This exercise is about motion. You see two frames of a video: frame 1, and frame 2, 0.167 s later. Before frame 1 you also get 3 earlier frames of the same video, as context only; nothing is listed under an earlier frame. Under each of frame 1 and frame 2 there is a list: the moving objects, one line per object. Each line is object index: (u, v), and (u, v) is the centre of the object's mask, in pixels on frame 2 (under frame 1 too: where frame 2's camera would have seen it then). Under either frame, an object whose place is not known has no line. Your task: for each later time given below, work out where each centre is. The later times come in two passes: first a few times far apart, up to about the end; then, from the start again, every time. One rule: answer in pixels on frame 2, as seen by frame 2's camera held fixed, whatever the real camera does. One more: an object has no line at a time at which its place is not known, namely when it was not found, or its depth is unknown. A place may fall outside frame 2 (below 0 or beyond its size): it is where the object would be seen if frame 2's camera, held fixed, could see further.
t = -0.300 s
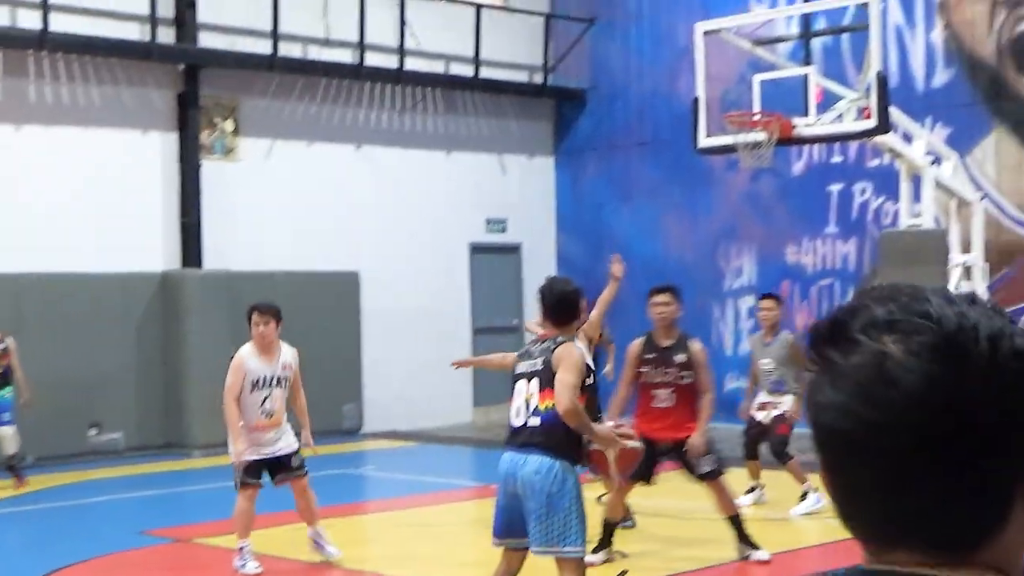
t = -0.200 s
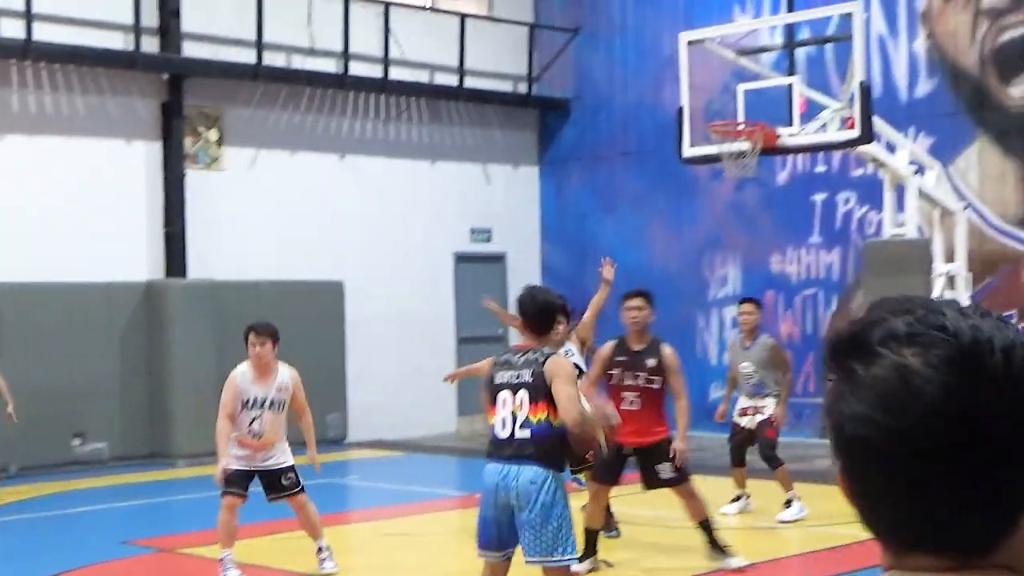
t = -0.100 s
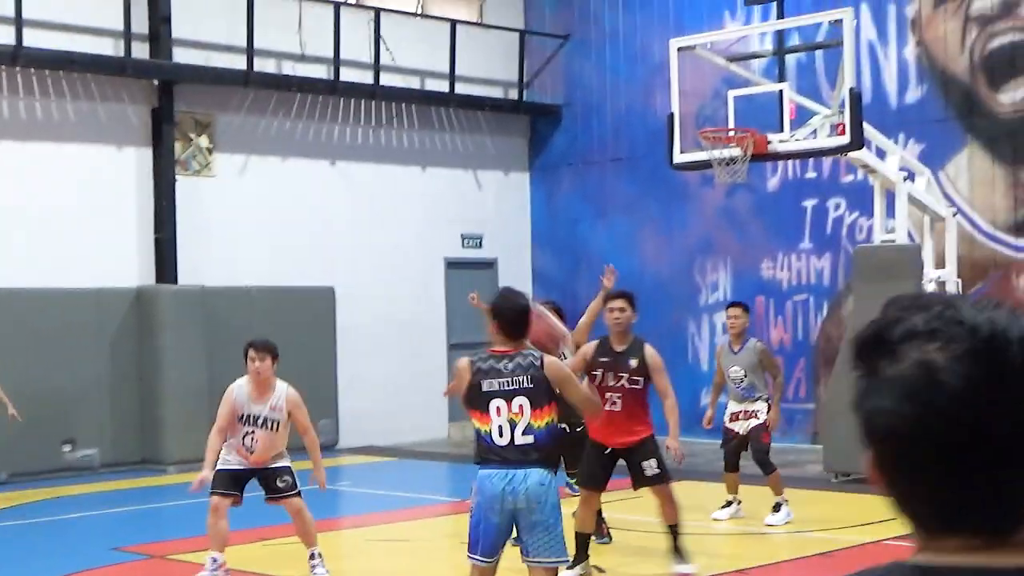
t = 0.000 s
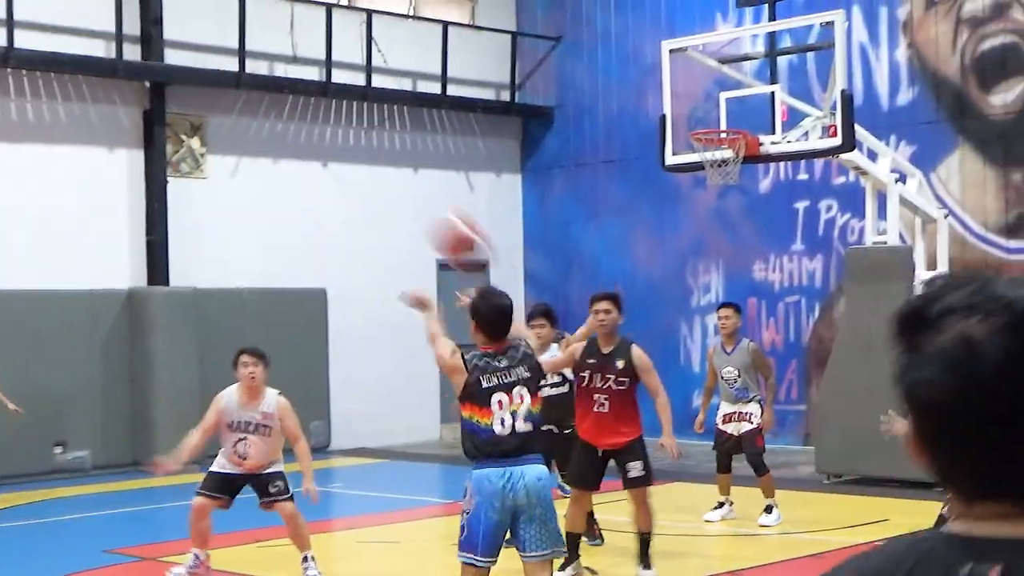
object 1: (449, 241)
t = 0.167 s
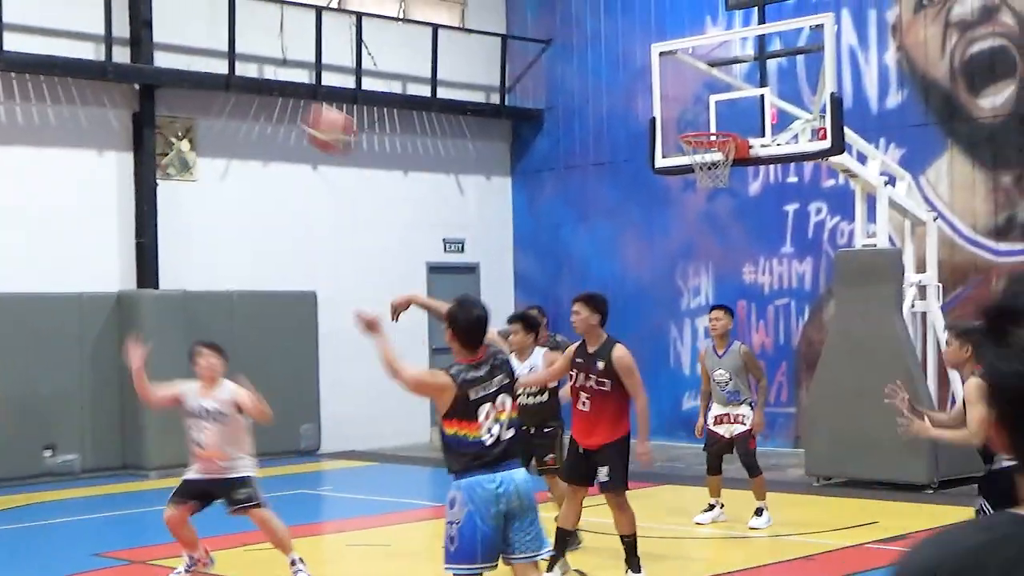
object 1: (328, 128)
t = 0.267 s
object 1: (274, 98)
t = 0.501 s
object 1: (172, 96)
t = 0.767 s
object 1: (97, 173)
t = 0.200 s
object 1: (308, 115)
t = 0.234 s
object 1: (290, 104)
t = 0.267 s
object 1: (274, 98)
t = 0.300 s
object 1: (256, 93)
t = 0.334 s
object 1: (241, 90)
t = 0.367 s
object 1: (225, 88)
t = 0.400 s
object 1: (211, 88)
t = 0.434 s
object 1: (198, 89)
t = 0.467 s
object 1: (185, 92)
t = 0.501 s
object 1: (172, 96)
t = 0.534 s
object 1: (160, 103)
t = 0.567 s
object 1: (151, 110)
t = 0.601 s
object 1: (142, 118)
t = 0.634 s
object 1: (132, 125)
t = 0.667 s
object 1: (123, 135)
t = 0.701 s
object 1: (113, 146)
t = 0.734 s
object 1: (105, 159)
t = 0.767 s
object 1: (97, 173)
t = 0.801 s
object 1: (89, 188)
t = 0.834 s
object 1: (81, 203)
